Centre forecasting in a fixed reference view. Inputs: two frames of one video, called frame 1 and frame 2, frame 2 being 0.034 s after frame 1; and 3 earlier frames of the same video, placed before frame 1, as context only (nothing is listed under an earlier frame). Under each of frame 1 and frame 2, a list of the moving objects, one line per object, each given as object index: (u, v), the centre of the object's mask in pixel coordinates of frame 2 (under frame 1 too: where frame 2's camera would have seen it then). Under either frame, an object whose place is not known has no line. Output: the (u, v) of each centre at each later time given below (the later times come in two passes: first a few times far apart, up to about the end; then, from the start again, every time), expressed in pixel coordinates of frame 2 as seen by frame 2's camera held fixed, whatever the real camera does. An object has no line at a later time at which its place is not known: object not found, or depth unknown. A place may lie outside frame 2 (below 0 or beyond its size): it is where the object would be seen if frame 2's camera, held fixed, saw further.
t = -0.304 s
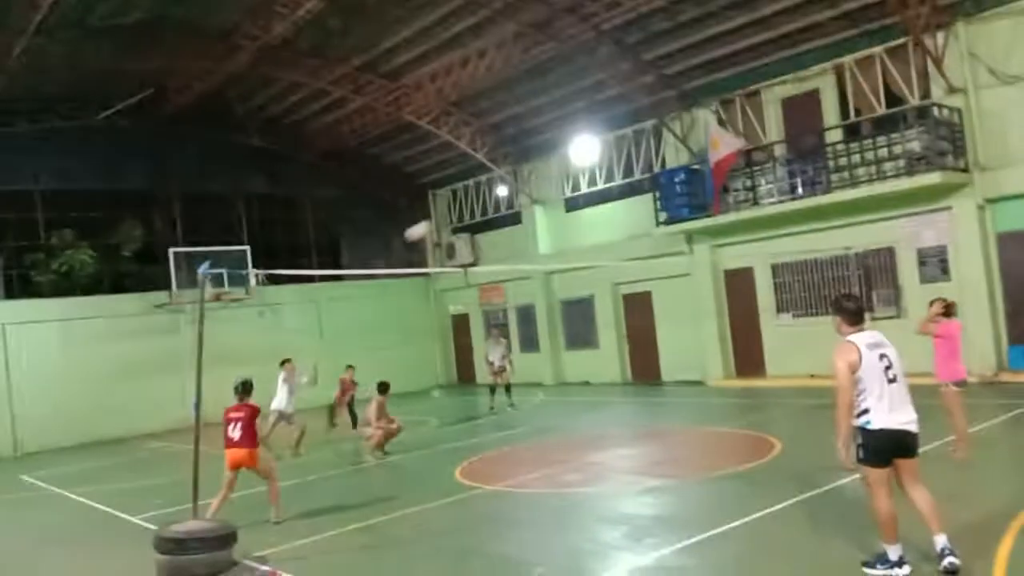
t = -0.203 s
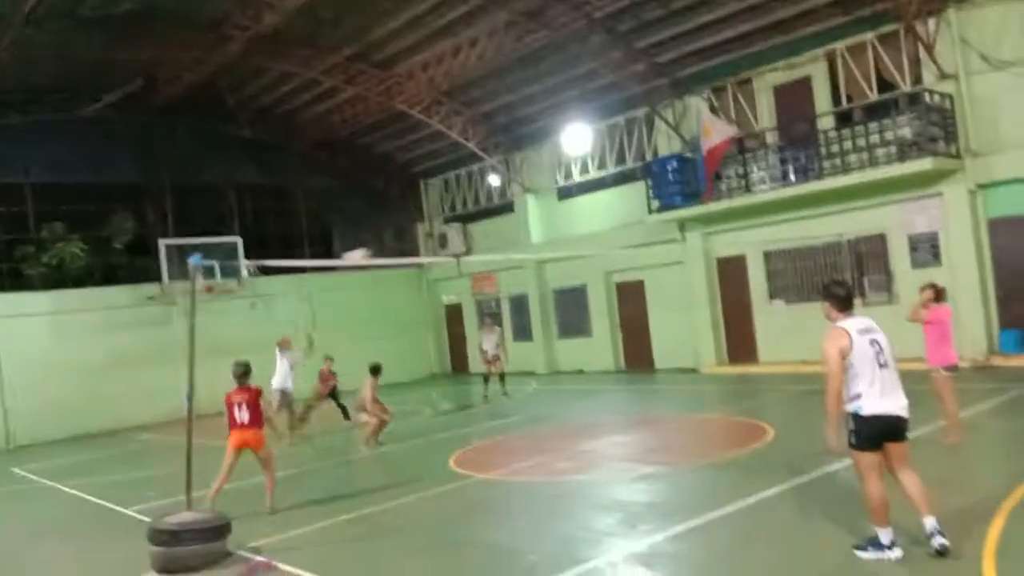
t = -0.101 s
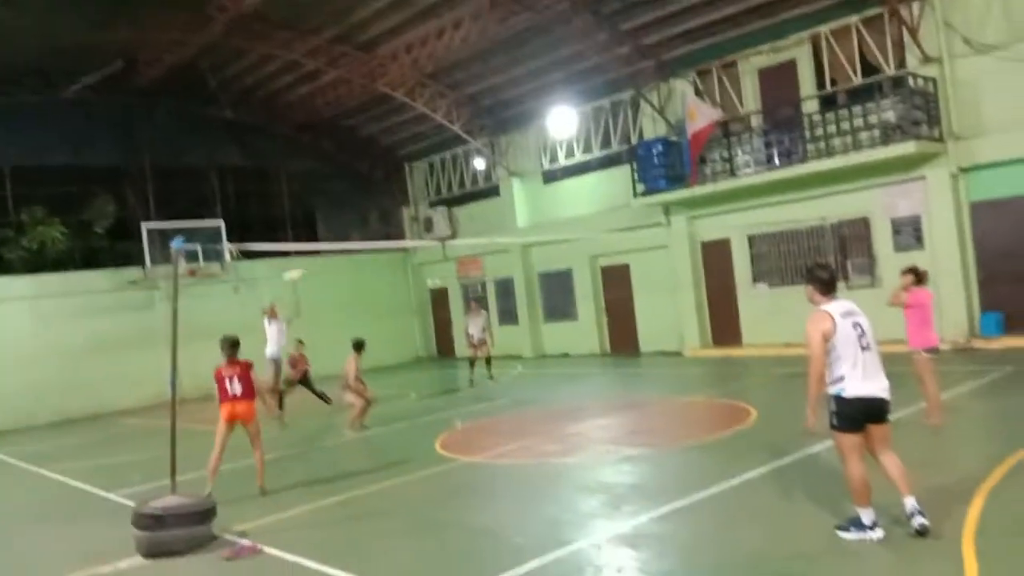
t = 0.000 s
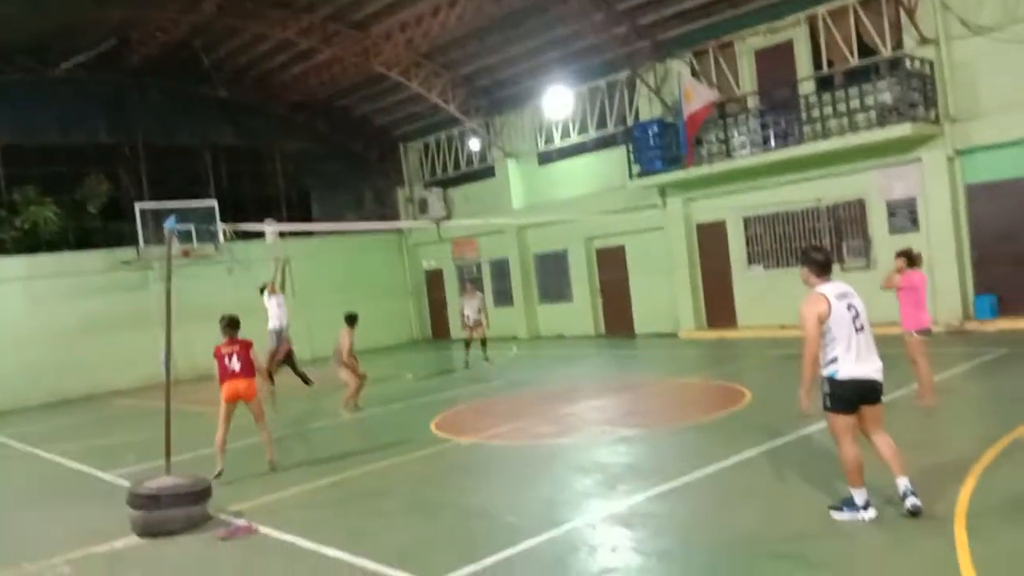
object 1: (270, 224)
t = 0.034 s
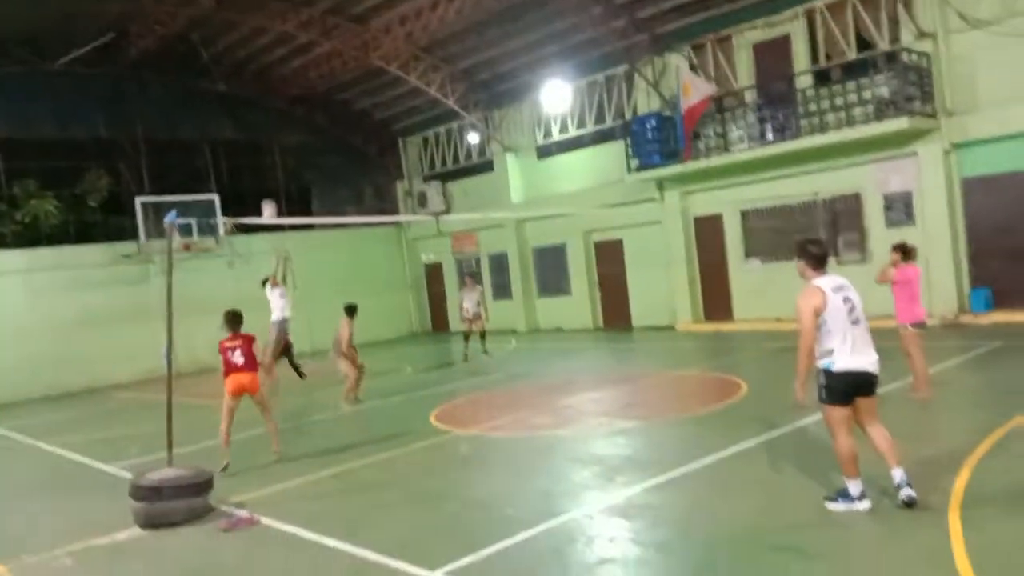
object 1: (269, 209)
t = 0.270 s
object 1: (252, 133)
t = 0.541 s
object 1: (239, 88)
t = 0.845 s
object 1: (231, 92)
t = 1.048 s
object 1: (229, 124)
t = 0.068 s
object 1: (267, 197)
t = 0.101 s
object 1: (264, 185)
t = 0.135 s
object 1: (262, 173)
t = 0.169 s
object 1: (259, 162)
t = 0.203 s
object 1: (256, 152)
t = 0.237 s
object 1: (254, 142)
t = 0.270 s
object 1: (252, 133)
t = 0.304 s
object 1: (250, 124)
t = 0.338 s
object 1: (249, 118)
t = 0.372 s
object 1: (247, 111)
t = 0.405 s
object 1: (245, 105)
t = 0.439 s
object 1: (244, 100)
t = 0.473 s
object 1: (242, 95)
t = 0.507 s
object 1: (240, 91)
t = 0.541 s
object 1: (239, 88)
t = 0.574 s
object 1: (238, 86)
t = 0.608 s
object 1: (236, 84)
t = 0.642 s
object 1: (235, 84)
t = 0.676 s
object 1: (234, 84)
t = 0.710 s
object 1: (233, 84)
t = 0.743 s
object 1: (233, 85)
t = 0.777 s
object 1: (231, 87)
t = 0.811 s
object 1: (231, 89)
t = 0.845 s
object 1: (231, 92)
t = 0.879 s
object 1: (230, 96)
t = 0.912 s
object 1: (229, 100)
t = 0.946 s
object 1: (229, 105)
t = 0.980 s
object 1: (229, 110)
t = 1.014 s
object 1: (229, 117)
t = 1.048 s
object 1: (229, 124)
